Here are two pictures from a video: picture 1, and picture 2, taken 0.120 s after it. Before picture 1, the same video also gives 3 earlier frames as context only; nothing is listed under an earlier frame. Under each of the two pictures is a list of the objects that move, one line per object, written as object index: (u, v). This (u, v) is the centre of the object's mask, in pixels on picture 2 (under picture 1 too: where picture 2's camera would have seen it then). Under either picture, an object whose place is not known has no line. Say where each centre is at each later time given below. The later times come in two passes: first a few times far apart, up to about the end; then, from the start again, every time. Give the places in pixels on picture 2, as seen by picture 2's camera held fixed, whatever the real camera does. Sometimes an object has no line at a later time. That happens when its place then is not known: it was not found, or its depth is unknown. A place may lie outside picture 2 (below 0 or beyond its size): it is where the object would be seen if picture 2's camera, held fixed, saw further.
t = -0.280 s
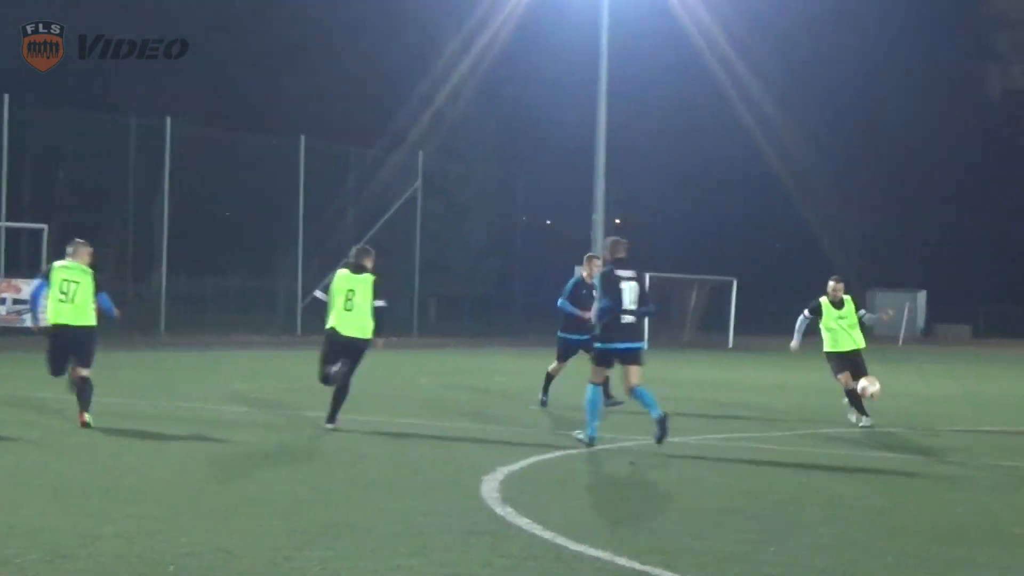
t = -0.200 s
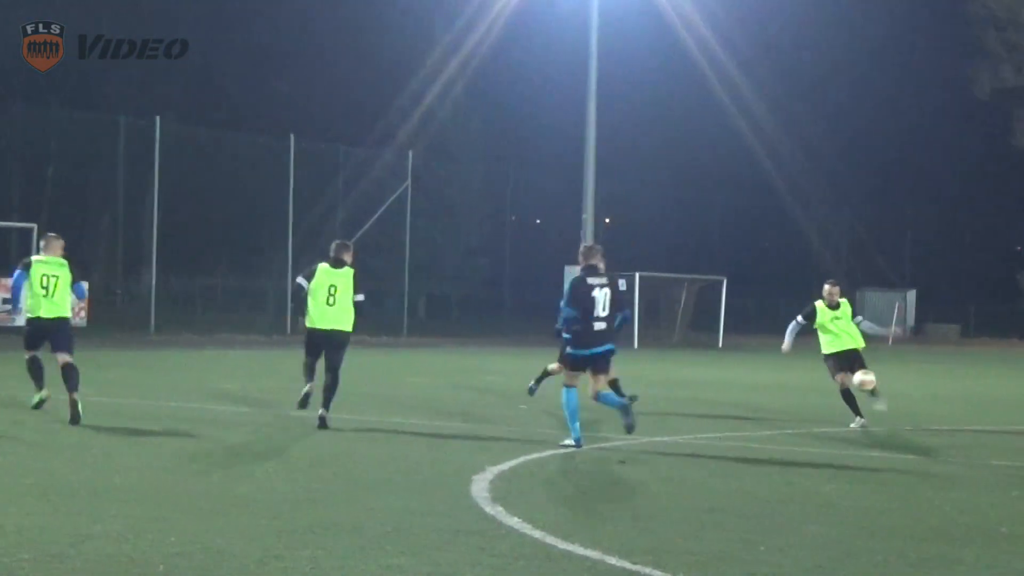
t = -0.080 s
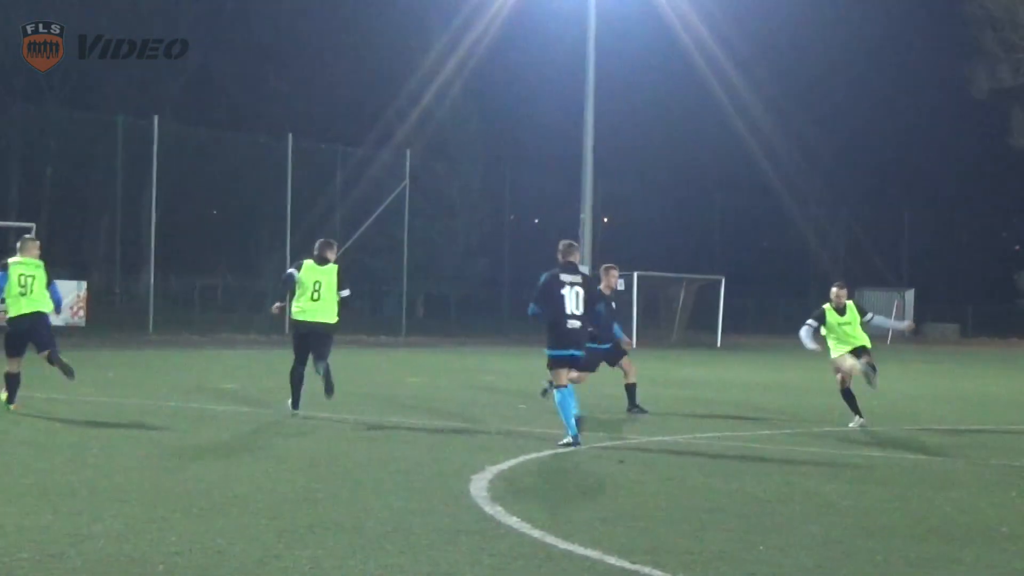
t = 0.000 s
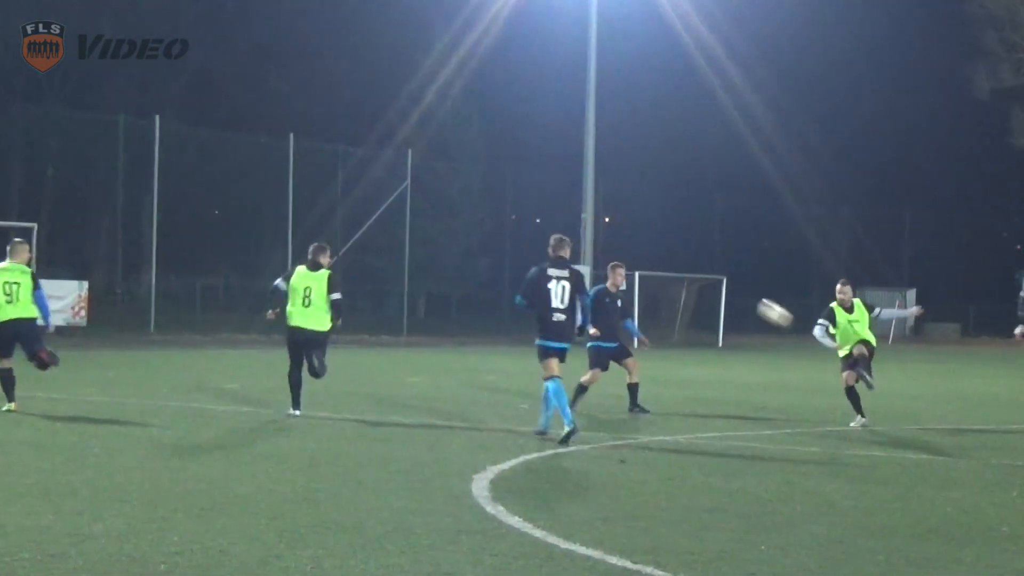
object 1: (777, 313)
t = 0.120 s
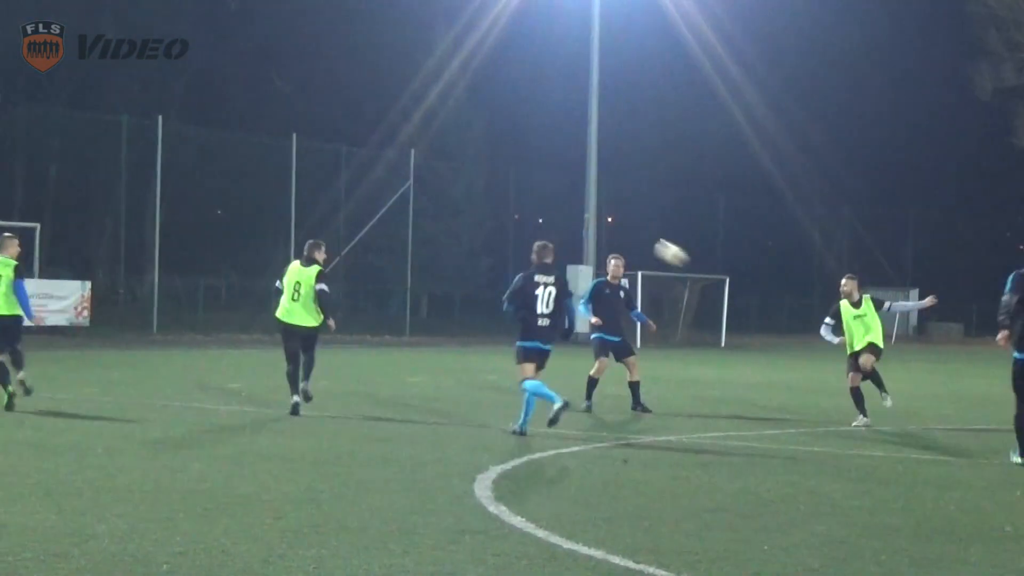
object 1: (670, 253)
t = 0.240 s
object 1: (568, 209)
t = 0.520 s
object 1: (349, 166)
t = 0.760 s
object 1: (184, 187)
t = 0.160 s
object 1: (636, 237)
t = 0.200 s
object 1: (602, 222)
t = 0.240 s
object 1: (568, 209)
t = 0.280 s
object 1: (536, 197)
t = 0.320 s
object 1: (504, 188)
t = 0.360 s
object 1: (471, 180)
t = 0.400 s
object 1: (440, 174)
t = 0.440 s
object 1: (410, 170)
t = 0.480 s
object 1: (380, 167)
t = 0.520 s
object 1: (349, 166)
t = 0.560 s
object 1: (320, 166)
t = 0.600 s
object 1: (292, 168)
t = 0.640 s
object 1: (265, 171)
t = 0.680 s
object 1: (237, 175)
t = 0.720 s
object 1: (211, 180)
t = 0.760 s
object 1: (184, 187)
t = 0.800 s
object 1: (158, 195)
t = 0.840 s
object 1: (133, 205)
